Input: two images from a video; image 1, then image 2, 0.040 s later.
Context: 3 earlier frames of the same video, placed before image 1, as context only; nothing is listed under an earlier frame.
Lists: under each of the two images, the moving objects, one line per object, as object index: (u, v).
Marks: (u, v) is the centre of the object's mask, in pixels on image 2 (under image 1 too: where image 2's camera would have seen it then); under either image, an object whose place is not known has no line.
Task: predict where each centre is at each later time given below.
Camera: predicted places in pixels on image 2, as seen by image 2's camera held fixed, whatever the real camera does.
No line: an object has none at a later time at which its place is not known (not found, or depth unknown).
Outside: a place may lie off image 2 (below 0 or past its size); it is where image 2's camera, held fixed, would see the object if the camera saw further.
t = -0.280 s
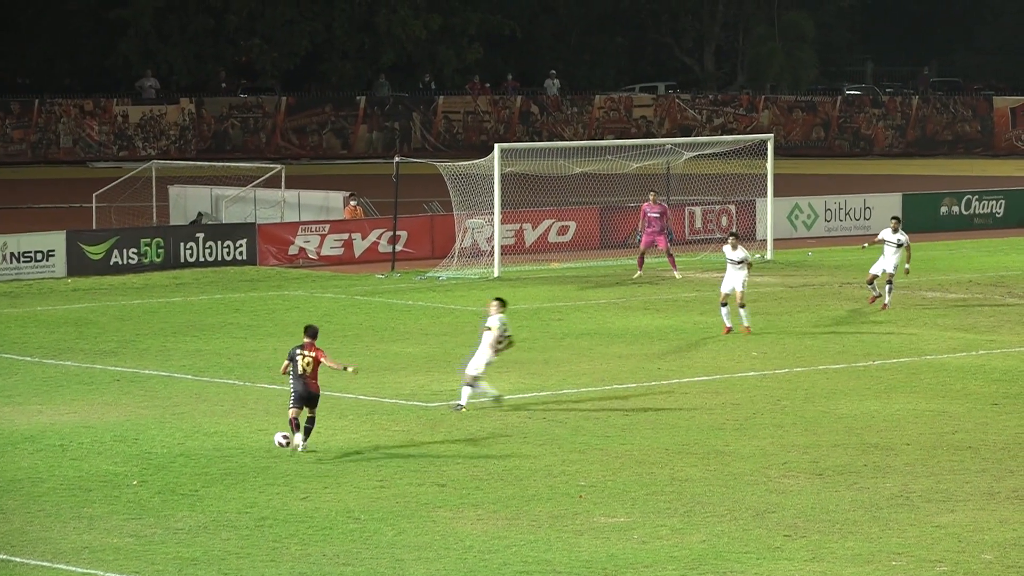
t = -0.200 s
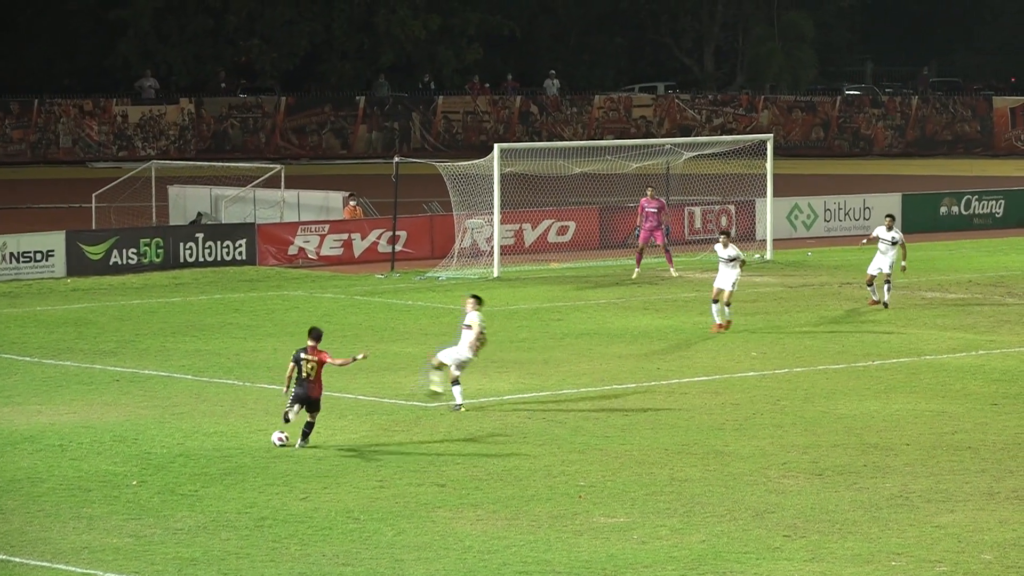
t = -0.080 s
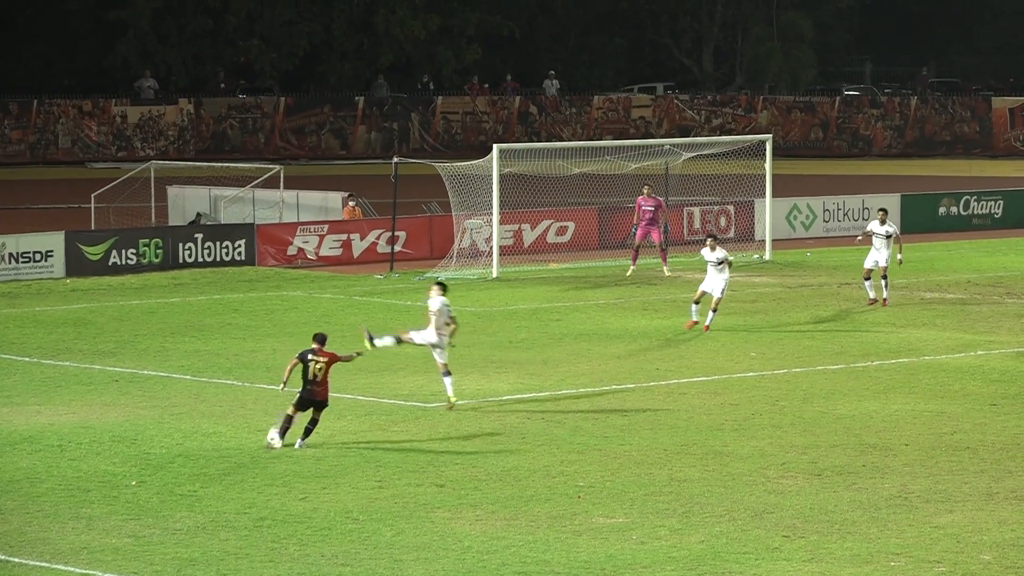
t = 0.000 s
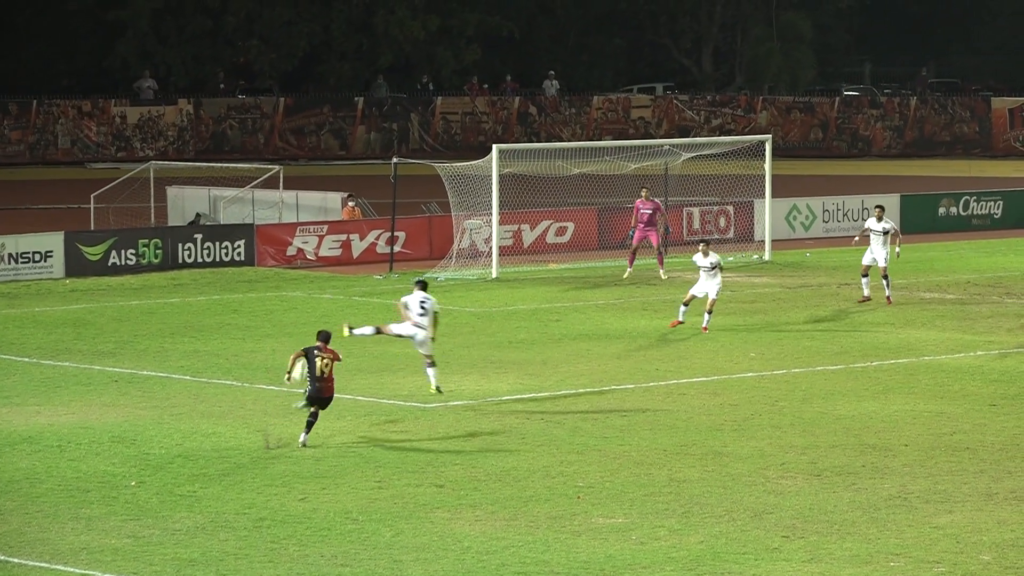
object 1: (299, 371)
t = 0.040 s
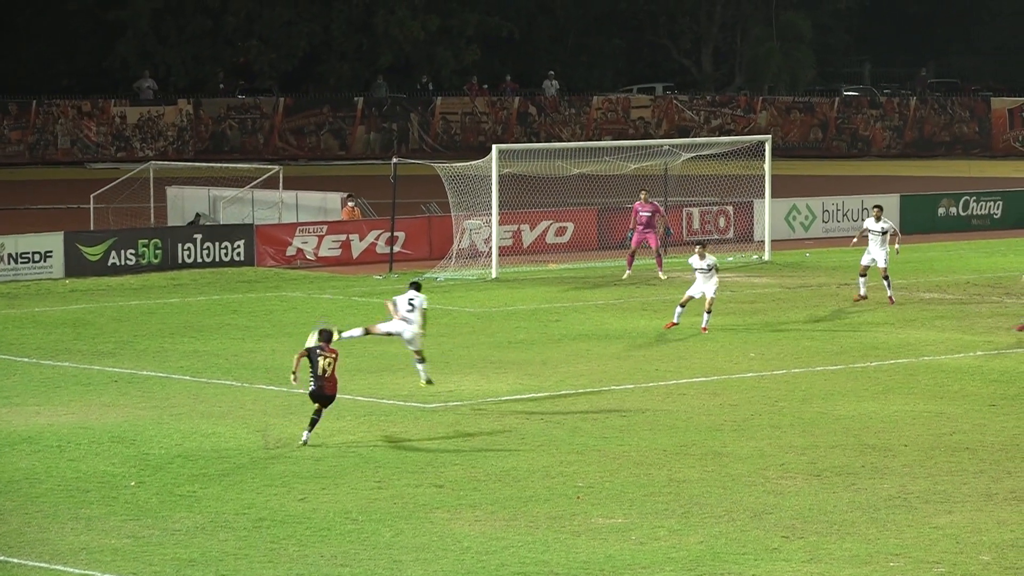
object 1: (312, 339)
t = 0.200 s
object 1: (367, 243)
